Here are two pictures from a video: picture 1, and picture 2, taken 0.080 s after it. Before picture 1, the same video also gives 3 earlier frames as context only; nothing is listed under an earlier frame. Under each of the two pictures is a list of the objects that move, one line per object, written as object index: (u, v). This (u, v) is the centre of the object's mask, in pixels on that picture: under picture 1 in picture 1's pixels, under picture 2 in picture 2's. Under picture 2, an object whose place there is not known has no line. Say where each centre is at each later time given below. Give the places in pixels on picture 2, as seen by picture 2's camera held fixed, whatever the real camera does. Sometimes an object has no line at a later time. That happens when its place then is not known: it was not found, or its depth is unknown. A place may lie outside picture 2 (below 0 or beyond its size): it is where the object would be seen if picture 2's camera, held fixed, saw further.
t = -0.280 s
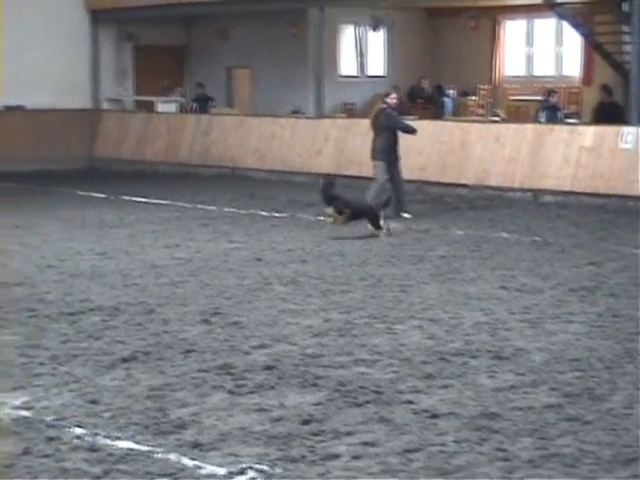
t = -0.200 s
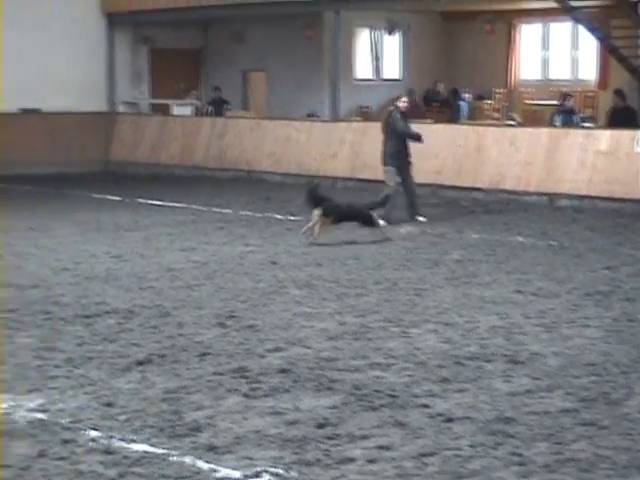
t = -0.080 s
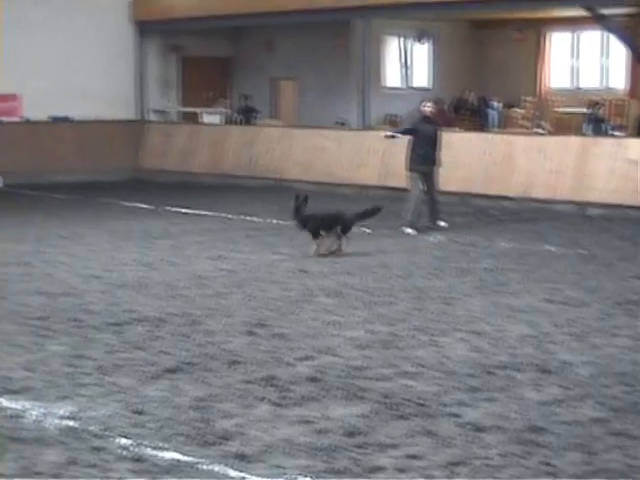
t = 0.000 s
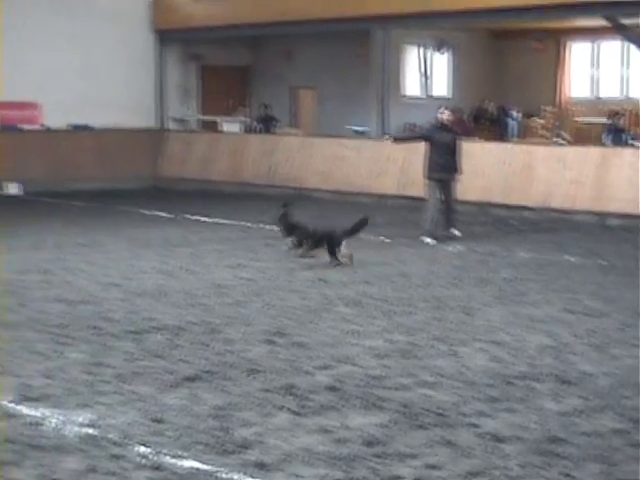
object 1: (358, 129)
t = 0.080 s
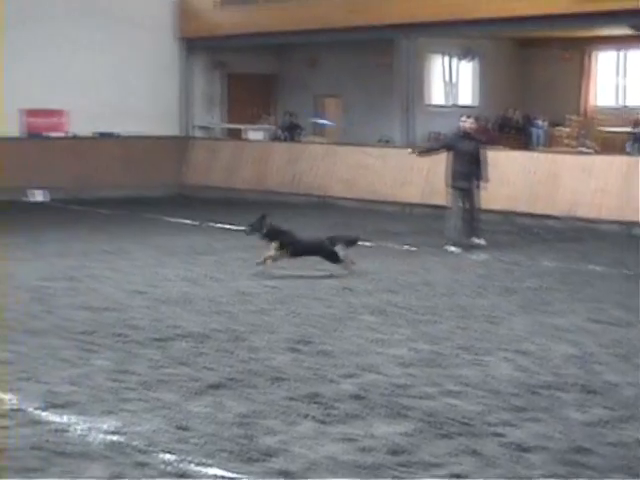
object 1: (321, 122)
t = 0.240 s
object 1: (198, 94)
